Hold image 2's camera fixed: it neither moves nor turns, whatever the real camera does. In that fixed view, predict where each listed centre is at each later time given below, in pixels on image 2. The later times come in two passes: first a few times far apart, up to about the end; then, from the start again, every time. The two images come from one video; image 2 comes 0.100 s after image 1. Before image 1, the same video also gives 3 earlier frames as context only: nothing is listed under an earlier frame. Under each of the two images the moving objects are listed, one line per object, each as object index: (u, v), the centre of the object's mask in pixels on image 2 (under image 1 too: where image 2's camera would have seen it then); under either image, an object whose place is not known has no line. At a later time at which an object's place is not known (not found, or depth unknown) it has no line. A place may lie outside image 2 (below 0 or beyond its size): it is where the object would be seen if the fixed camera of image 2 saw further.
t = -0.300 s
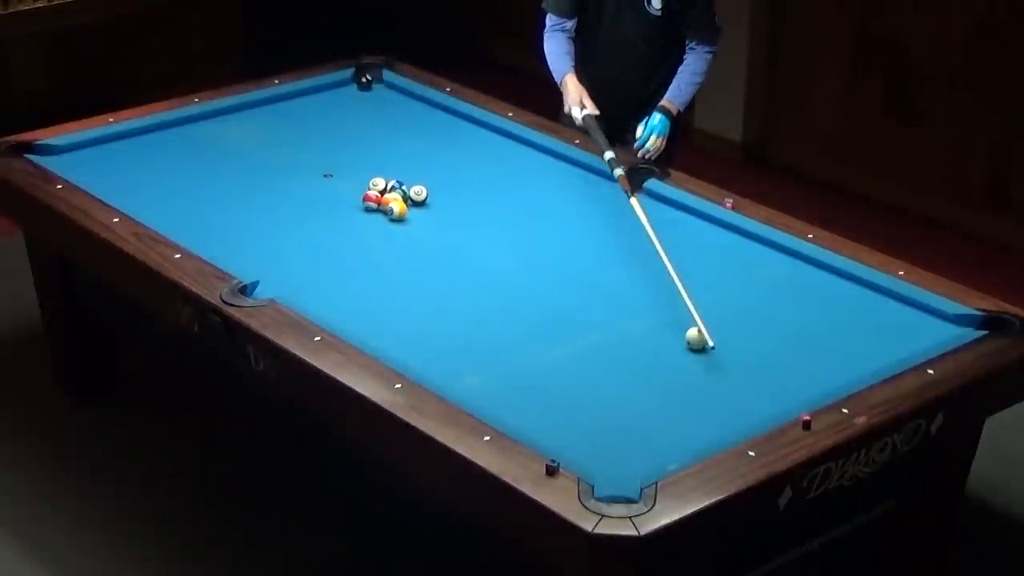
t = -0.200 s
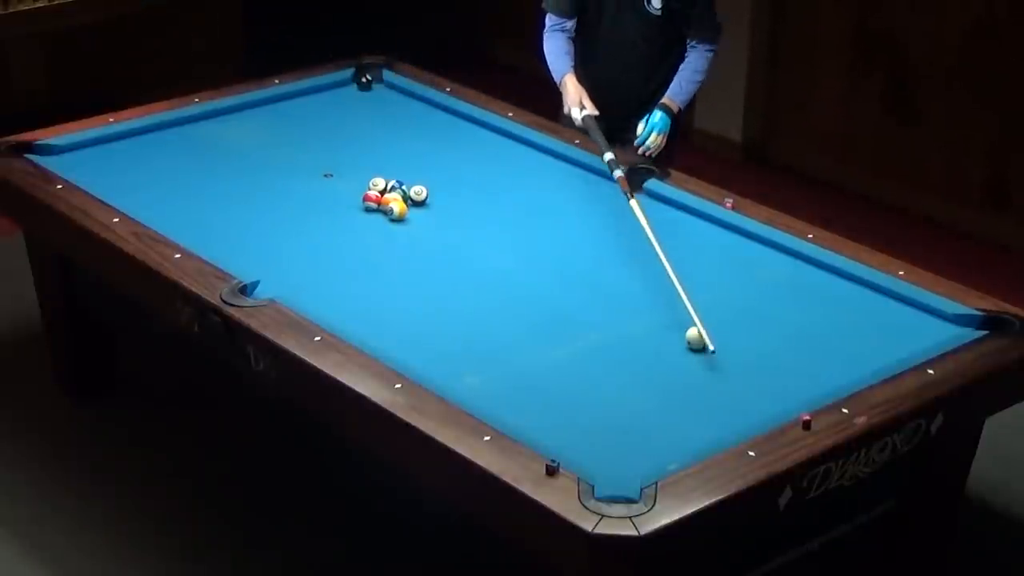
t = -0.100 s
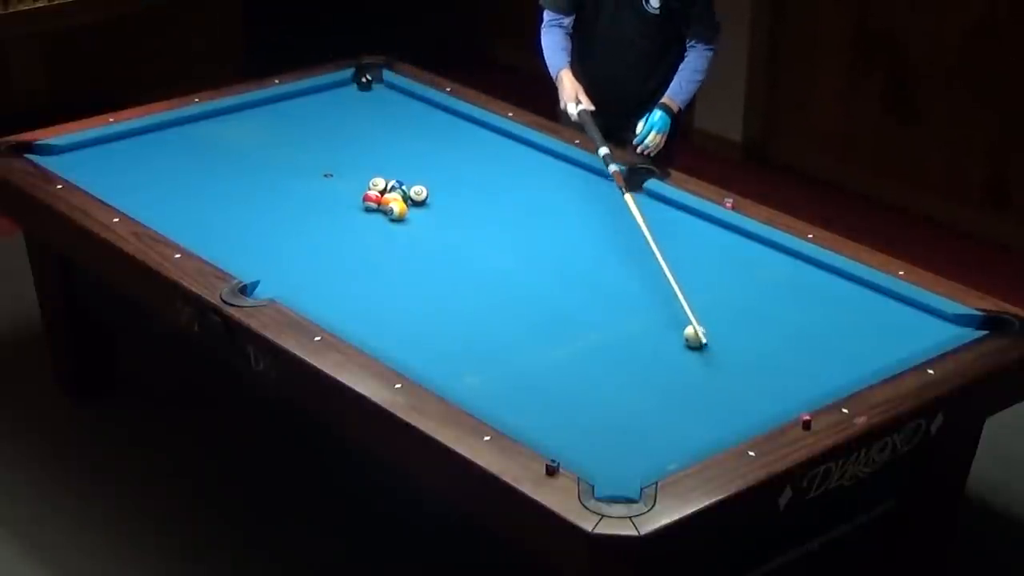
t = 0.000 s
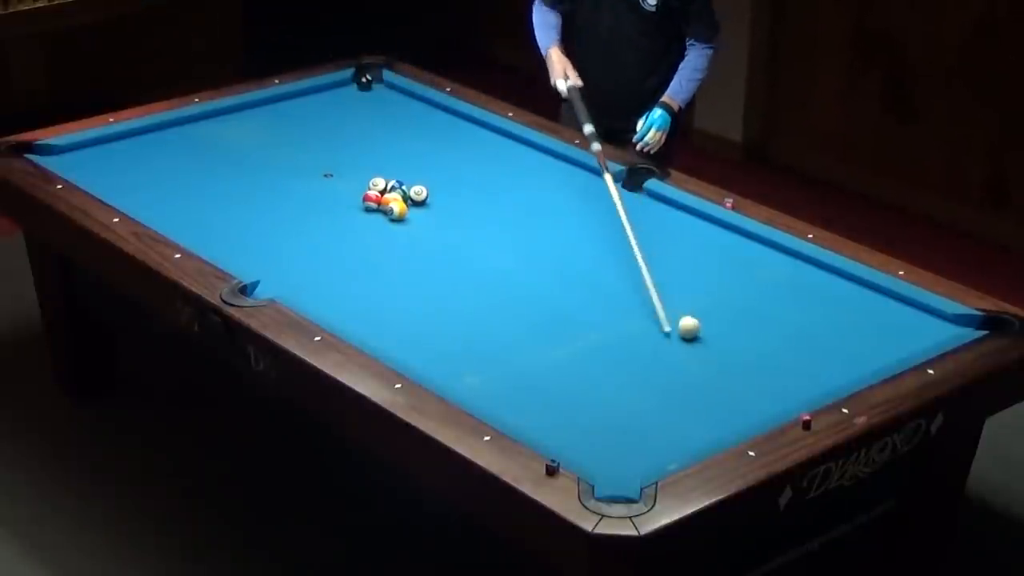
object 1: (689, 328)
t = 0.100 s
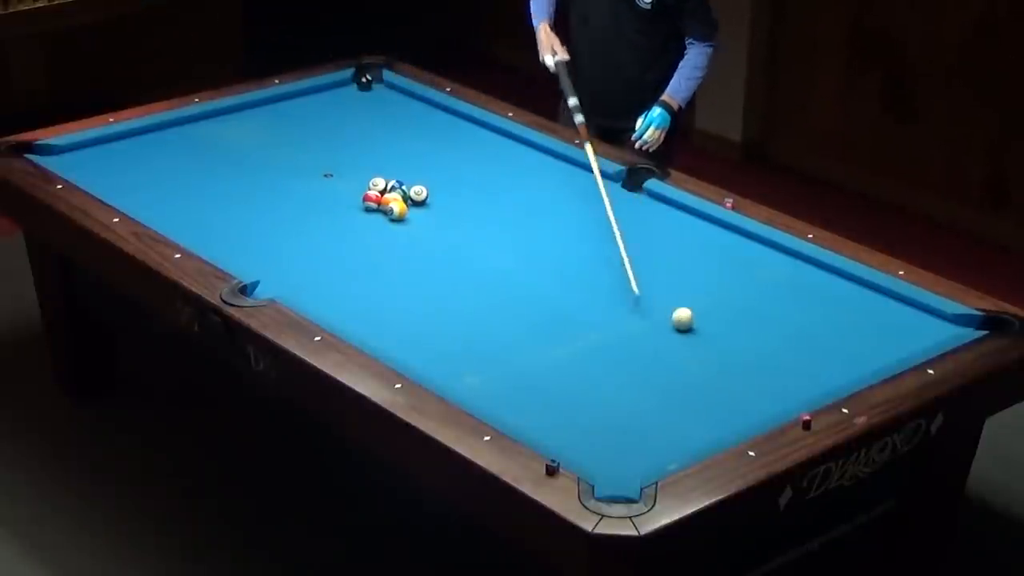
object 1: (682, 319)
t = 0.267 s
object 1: (673, 305)
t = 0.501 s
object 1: (661, 287)
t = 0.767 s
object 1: (648, 269)
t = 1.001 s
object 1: (638, 254)
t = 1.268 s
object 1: (627, 238)
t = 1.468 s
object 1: (620, 228)
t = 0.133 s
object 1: (680, 316)
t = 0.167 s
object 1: (679, 313)
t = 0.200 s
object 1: (677, 311)
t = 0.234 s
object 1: (675, 308)
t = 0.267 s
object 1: (673, 305)
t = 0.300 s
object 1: (671, 302)
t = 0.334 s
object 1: (670, 300)
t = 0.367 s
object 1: (668, 297)
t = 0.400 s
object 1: (666, 295)
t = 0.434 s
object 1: (664, 292)
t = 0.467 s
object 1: (663, 290)
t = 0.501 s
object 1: (661, 287)
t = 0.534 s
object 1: (659, 285)
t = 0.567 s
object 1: (658, 283)
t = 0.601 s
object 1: (656, 280)
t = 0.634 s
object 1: (654, 278)
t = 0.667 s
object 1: (653, 276)
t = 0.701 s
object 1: (651, 273)
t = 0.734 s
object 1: (650, 271)
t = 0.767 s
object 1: (648, 269)
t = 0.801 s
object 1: (647, 267)
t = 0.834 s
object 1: (645, 265)
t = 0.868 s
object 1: (644, 262)
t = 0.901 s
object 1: (642, 260)
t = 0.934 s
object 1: (641, 258)
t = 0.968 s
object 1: (639, 256)
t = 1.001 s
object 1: (638, 254)
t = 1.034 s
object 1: (636, 252)
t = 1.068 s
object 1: (635, 250)
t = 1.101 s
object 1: (634, 248)
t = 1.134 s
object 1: (632, 246)
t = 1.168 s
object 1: (631, 244)
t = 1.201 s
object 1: (630, 242)
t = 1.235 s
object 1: (629, 240)
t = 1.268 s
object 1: (627, 238)
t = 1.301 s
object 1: (626, 237)
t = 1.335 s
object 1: (625, 235)
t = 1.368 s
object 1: (624, 233)
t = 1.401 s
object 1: (622, 231)
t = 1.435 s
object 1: (621, 229)
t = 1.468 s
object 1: (620, 228)
